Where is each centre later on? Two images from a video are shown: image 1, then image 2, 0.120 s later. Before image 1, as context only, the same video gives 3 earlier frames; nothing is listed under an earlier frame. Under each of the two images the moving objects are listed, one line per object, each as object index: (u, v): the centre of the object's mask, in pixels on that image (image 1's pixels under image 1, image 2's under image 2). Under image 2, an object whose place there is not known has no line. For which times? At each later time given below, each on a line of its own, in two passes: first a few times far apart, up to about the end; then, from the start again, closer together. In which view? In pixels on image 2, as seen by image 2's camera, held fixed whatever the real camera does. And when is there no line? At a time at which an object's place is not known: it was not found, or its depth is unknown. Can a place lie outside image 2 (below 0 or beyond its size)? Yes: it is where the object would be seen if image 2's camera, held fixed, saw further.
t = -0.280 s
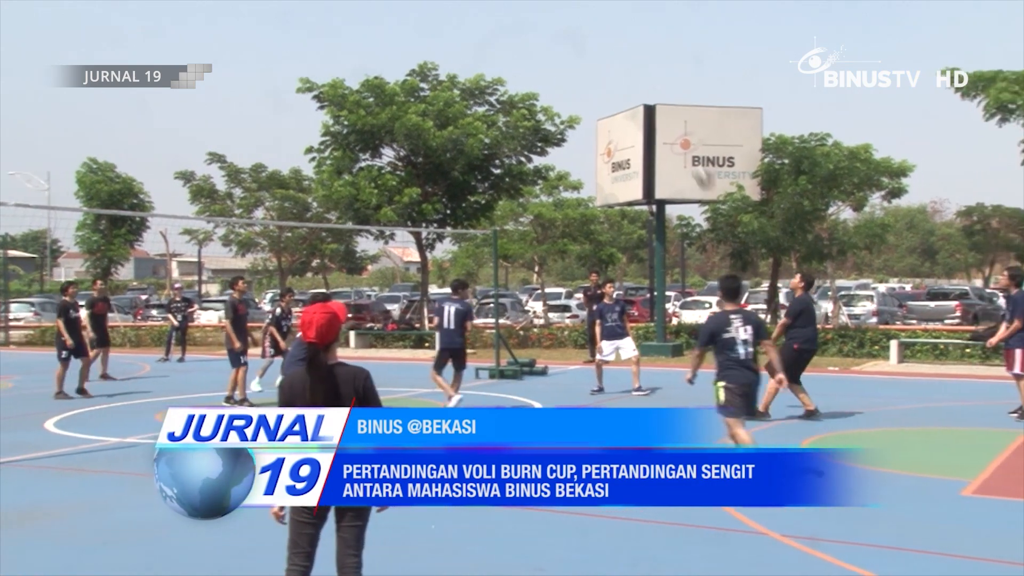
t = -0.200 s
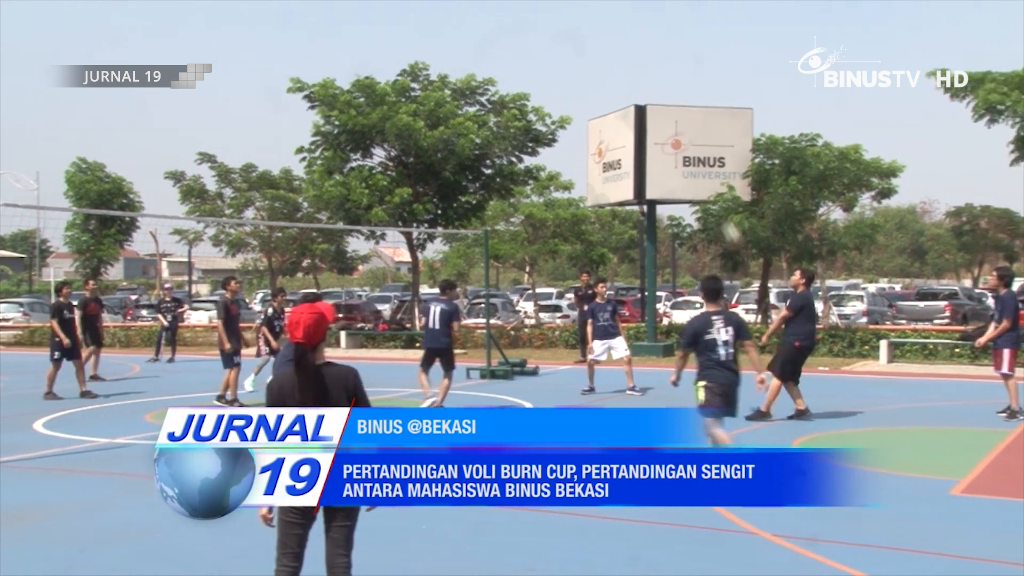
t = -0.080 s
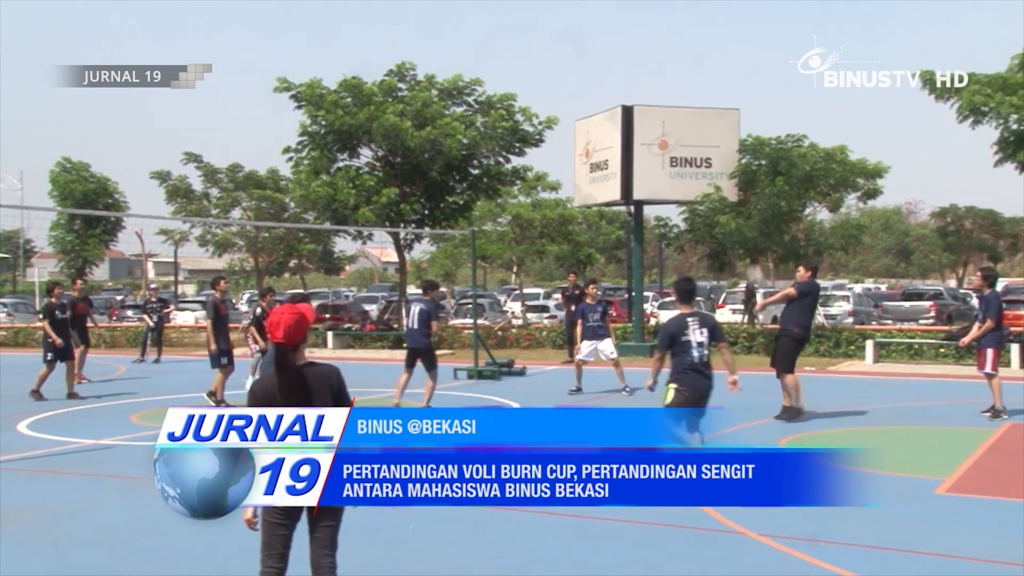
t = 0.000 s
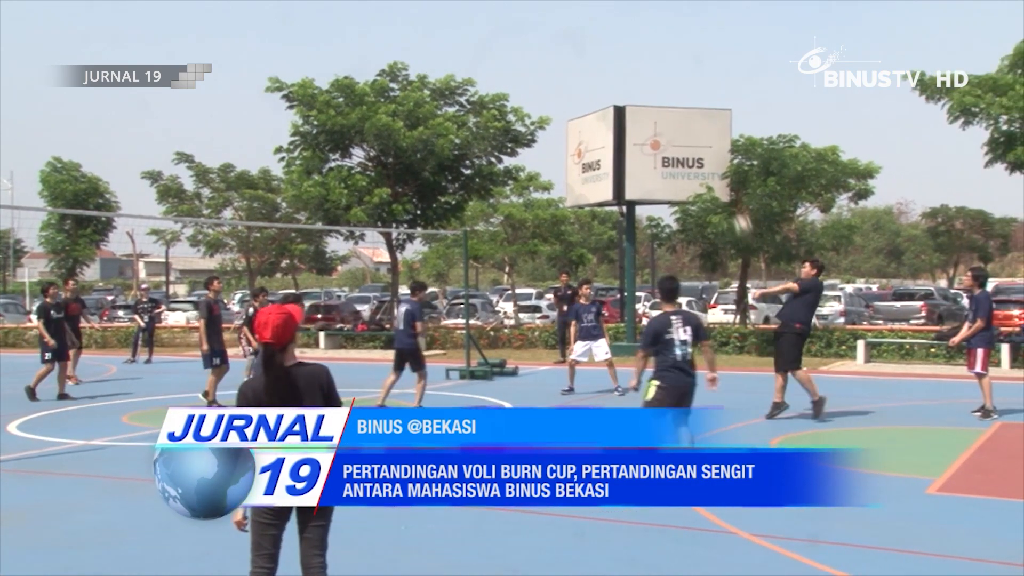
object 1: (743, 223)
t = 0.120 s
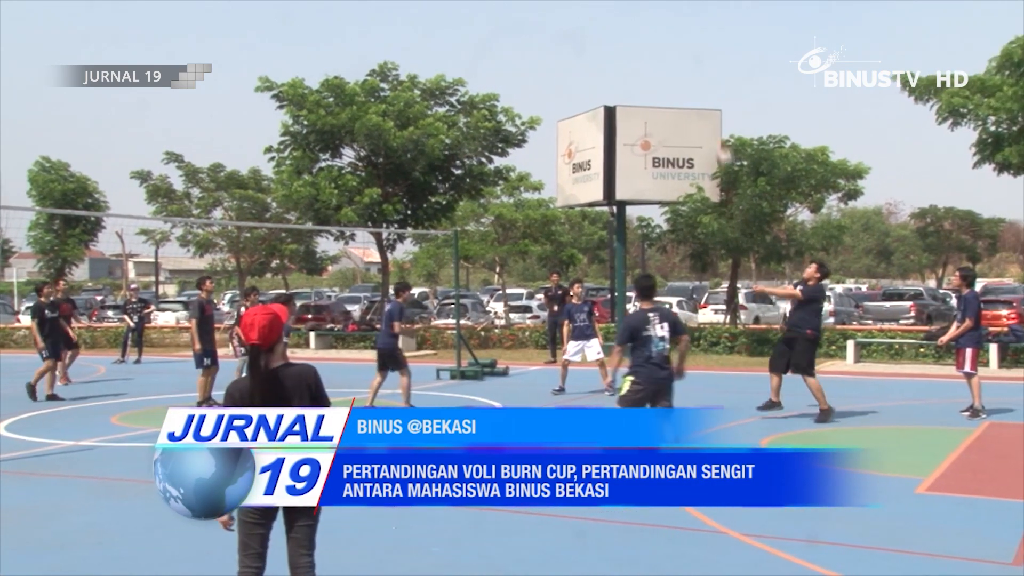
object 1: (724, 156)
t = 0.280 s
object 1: (715, 90)
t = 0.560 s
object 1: (697, 23)
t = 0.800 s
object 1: (682, 18)
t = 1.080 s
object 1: (666, 74)
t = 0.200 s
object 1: (720, 122)
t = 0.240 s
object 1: (717, 104)
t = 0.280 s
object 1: (715, 90)
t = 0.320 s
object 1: (712, 76)
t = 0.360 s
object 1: (709, 63)
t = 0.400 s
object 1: (707, 52)
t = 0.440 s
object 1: (705, 43)
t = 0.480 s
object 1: (702, 35)
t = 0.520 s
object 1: (699, 28)
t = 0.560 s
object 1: (697, 23)
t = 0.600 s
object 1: (694, 18)
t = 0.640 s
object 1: (692, 16)
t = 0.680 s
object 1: (689, 15)
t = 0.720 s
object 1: (687, 15)
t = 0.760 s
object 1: (685, 16)
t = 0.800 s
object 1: (682, 18)
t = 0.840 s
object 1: (680, 23)
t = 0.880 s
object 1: (677, 28)
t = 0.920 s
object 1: (675, 34)
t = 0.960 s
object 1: (673, 42)
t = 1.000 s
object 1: (671, 51)
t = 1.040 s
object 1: (669, 62)
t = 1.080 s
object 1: (666, 74)
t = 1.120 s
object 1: (665, 87)
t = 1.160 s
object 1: (663, 101)
